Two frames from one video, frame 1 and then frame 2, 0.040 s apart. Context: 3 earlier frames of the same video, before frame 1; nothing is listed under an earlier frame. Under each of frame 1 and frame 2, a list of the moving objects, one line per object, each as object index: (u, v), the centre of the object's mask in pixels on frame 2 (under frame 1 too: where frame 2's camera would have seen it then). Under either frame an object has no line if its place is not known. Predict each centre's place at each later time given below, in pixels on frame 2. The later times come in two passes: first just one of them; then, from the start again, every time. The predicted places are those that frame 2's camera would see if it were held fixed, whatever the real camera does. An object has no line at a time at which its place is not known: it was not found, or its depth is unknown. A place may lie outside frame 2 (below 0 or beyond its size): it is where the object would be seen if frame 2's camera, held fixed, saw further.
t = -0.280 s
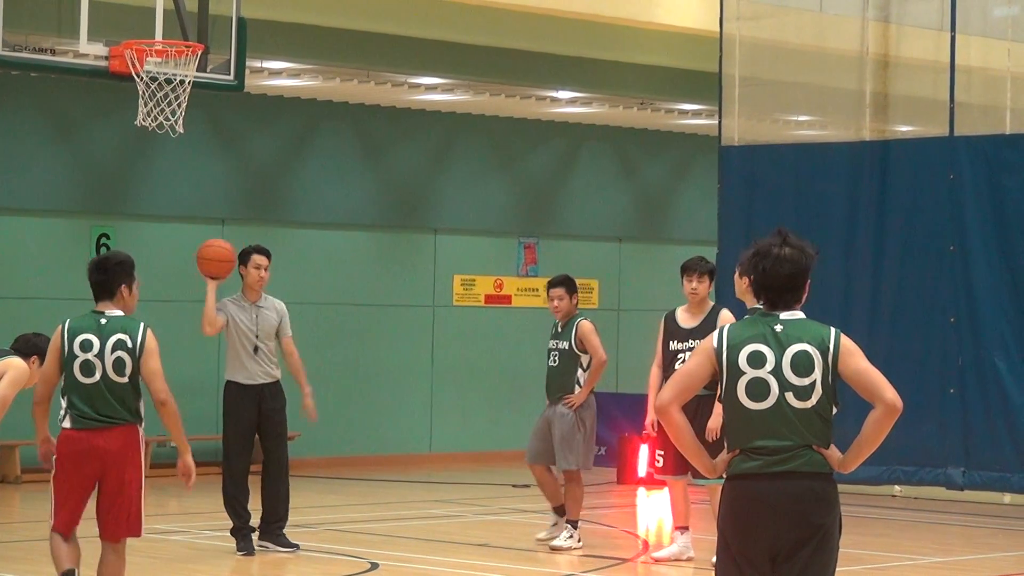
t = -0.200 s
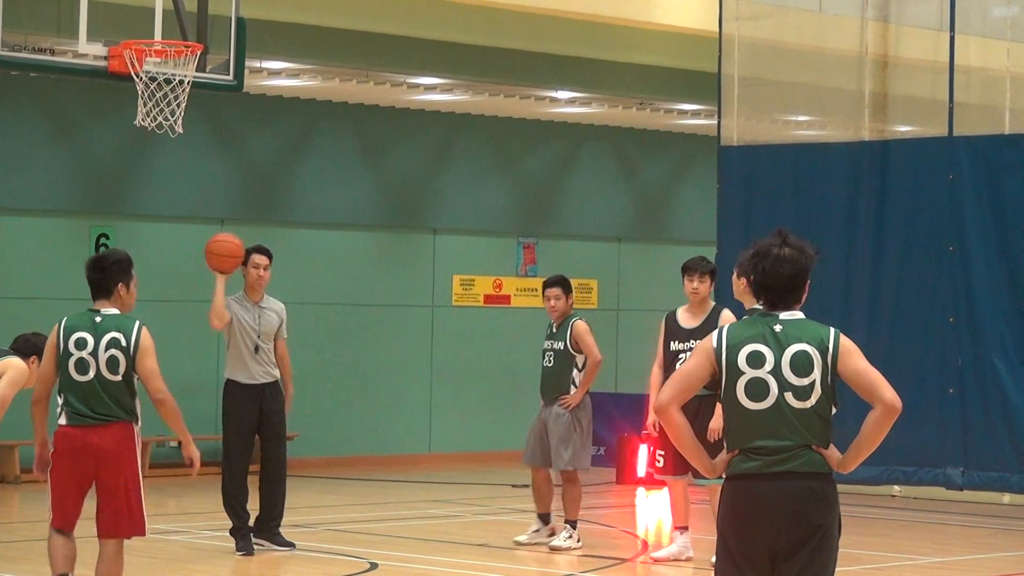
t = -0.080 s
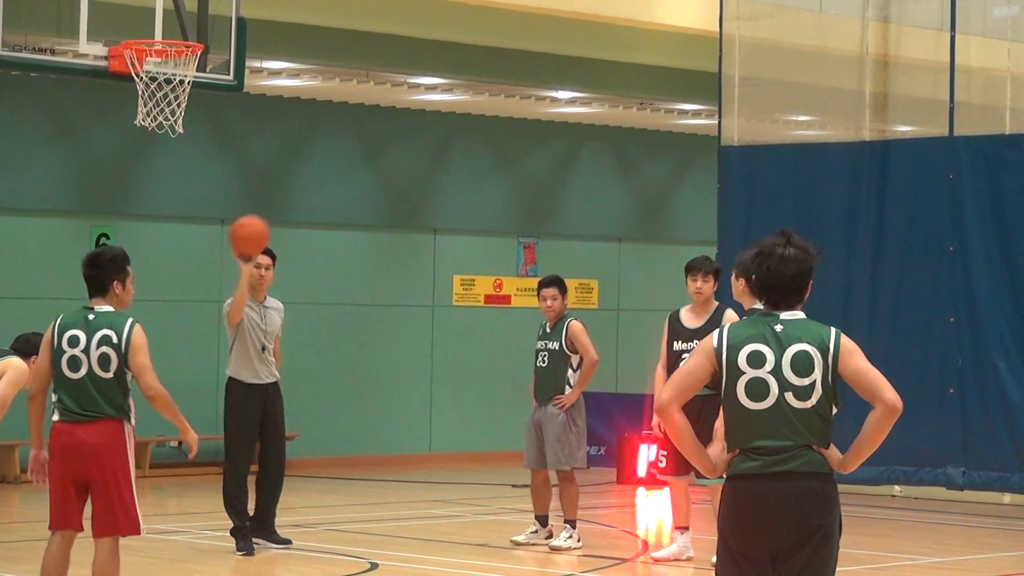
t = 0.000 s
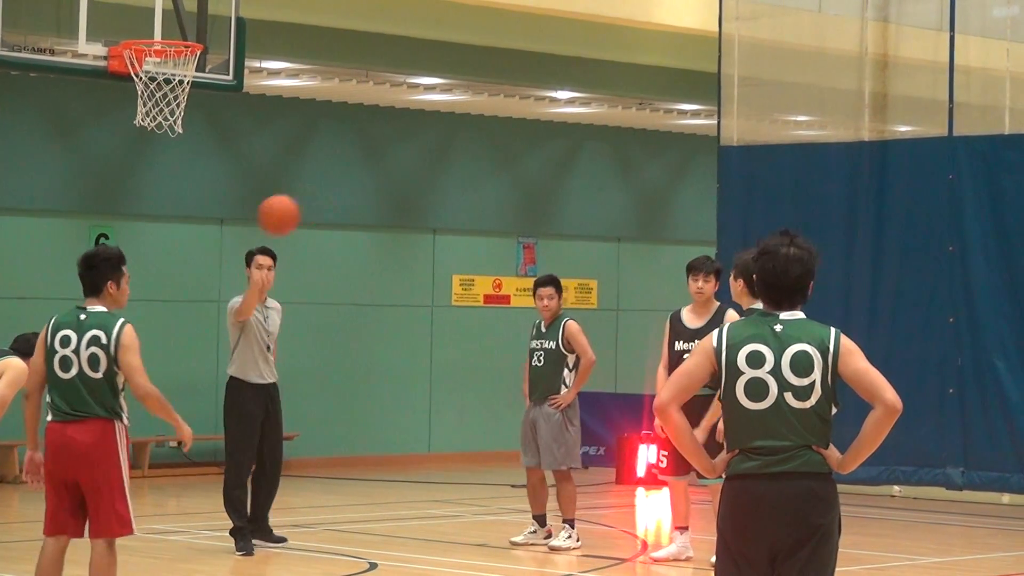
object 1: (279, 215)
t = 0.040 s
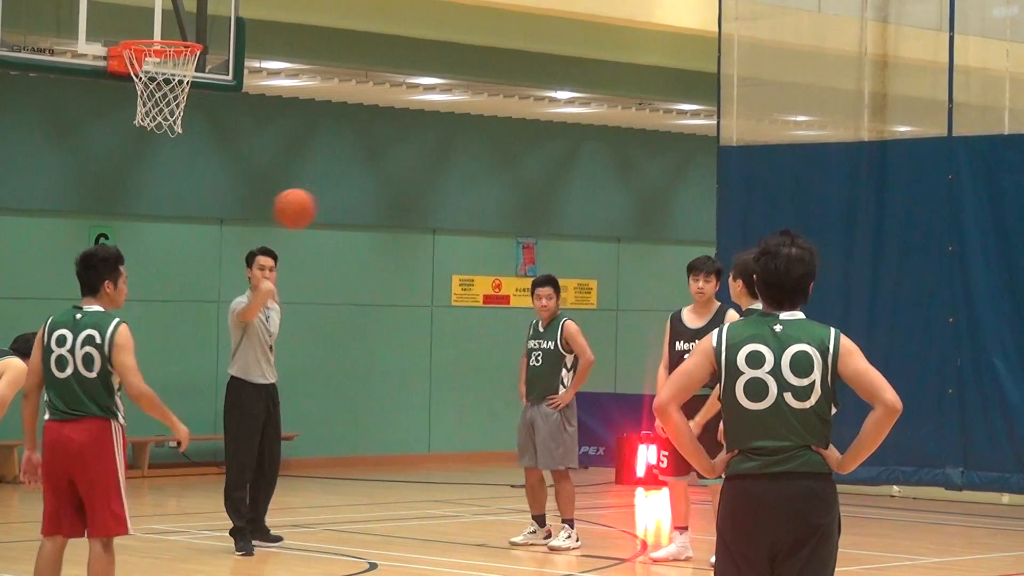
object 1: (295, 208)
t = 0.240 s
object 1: (377, 214)
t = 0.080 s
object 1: (311, 205)
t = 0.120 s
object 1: (327, 203)
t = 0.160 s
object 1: (344, 204)
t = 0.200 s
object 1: (360, 208)
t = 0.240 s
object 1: (377, 214)
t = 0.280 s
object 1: (395, 223)
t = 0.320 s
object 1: (411, 235)
